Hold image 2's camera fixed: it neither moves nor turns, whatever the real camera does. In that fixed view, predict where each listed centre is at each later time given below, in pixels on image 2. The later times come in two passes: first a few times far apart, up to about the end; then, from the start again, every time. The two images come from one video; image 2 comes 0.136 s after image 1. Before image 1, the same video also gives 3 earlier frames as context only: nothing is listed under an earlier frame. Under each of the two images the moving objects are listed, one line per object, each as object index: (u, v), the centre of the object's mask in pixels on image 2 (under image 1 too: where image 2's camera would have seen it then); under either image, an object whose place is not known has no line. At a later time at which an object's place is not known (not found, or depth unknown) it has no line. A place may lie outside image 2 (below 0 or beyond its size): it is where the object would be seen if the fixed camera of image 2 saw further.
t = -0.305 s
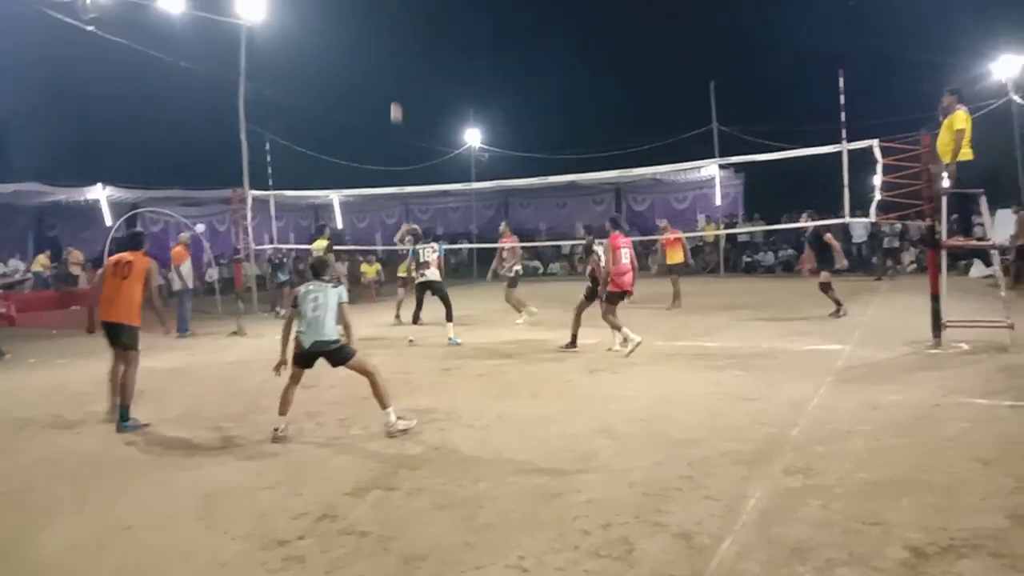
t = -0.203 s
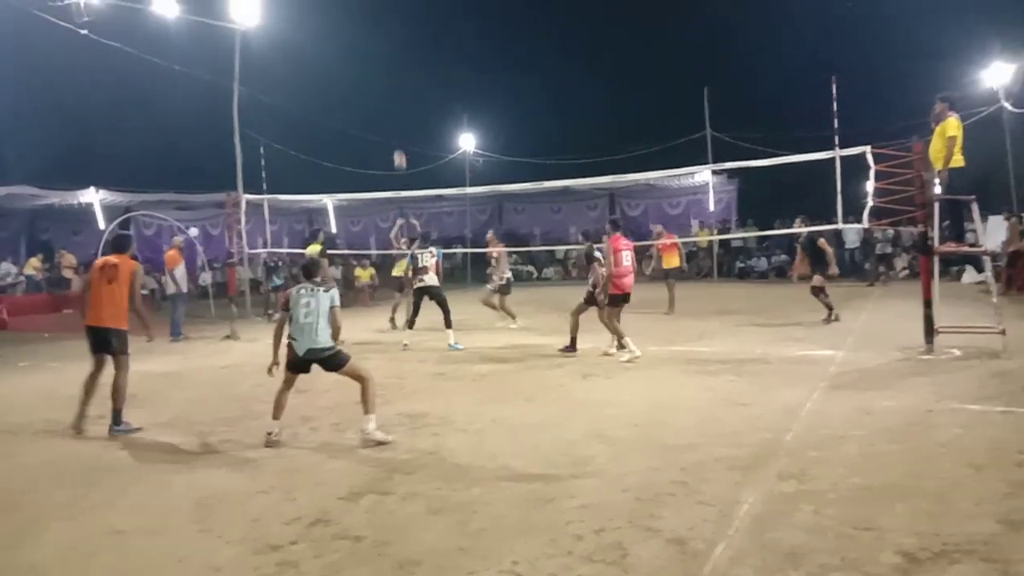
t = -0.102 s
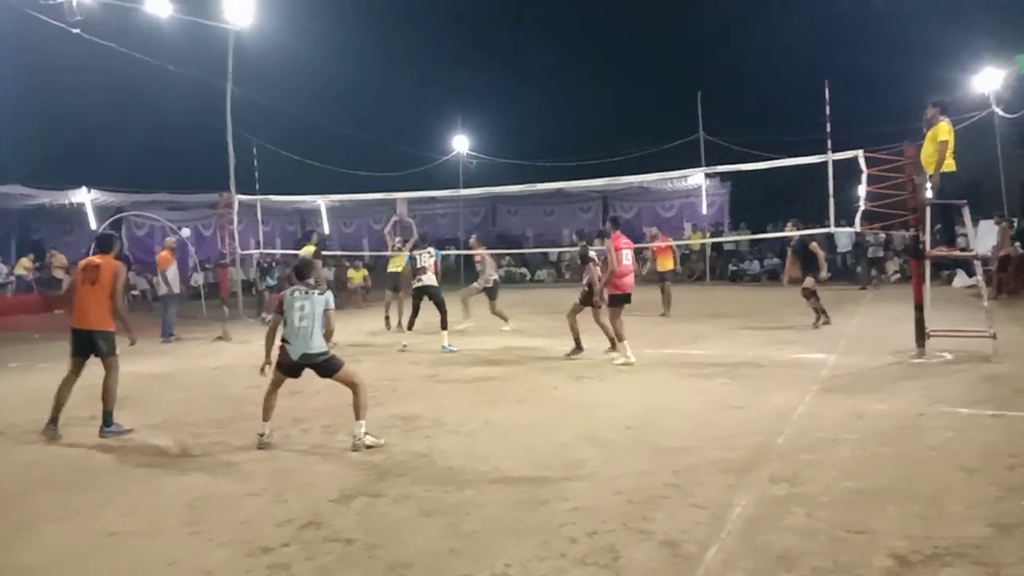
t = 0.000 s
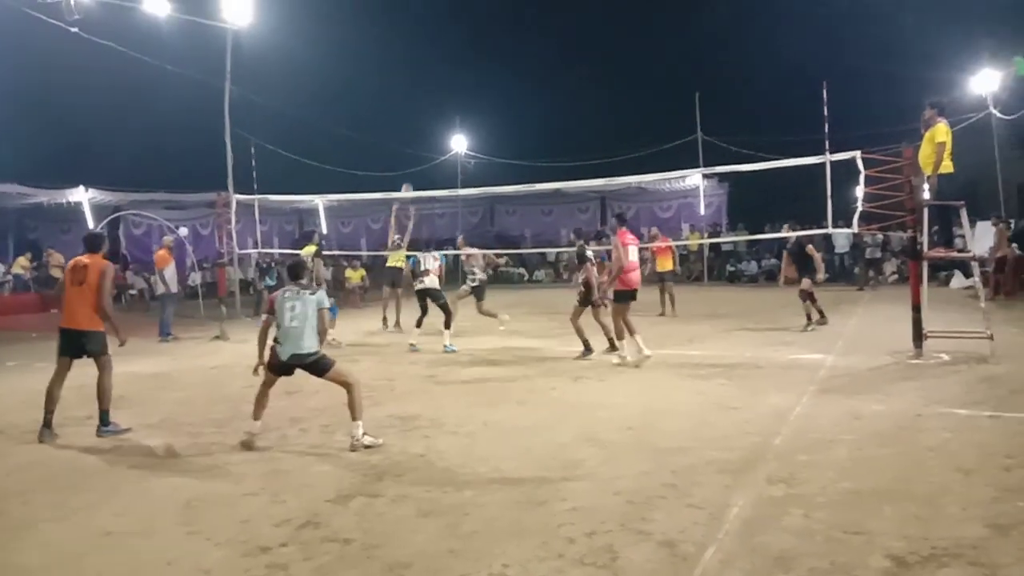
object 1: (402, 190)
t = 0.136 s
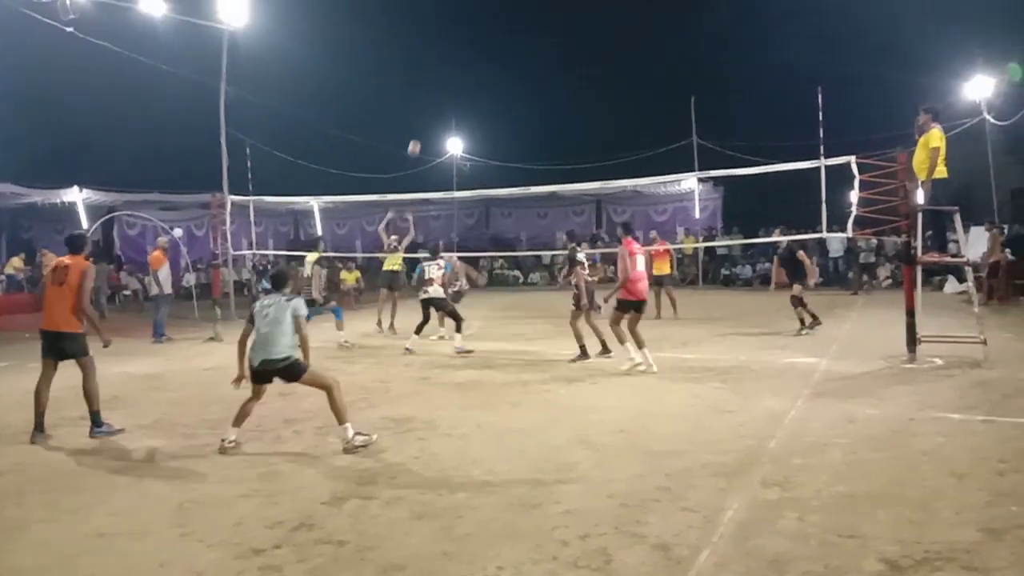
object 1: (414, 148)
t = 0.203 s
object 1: (420, 129)
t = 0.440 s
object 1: (442, 82)
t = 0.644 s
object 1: (461, 66)
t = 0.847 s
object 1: (480, 72)
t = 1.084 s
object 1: (504, 107)
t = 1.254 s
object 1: (521, 147)
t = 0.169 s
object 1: (417, 138)
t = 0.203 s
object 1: (420, 129)
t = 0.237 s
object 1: (423, 121)
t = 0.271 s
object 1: (426, 113)
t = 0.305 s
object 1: (429, 105)
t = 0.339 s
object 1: (432, 99)
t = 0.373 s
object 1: (436, 92)
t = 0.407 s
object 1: (439, 87)
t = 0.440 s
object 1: (442, 82)
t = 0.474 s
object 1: (445, 78)
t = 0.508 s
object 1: (448, 75)
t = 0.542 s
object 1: (451, 71)
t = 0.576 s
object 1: (455, 69)
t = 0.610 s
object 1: (458, 67)
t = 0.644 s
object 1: (461, 66)
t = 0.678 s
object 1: (464, 66)
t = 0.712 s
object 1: (467, 66)
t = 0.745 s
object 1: (471, 67)
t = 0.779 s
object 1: (474, 68)
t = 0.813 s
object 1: (477, 70)
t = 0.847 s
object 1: (480, 72)
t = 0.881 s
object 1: (484, 75)
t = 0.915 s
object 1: (487, 79)
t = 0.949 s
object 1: (491, 84)
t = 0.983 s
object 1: (494, 88)
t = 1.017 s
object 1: (498, 94)
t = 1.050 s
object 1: (501, 100)
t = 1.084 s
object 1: (504, 107)
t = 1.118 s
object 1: (507, 114)
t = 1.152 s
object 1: (511, 121)
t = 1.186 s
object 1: (514, 129)
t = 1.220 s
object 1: (517, 138)
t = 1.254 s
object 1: (521, 147)
